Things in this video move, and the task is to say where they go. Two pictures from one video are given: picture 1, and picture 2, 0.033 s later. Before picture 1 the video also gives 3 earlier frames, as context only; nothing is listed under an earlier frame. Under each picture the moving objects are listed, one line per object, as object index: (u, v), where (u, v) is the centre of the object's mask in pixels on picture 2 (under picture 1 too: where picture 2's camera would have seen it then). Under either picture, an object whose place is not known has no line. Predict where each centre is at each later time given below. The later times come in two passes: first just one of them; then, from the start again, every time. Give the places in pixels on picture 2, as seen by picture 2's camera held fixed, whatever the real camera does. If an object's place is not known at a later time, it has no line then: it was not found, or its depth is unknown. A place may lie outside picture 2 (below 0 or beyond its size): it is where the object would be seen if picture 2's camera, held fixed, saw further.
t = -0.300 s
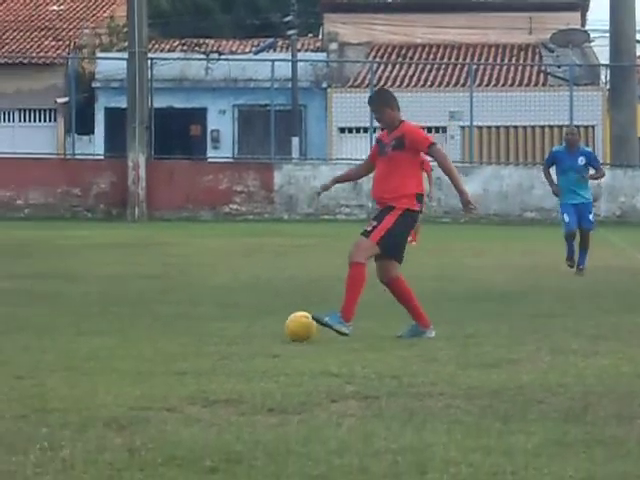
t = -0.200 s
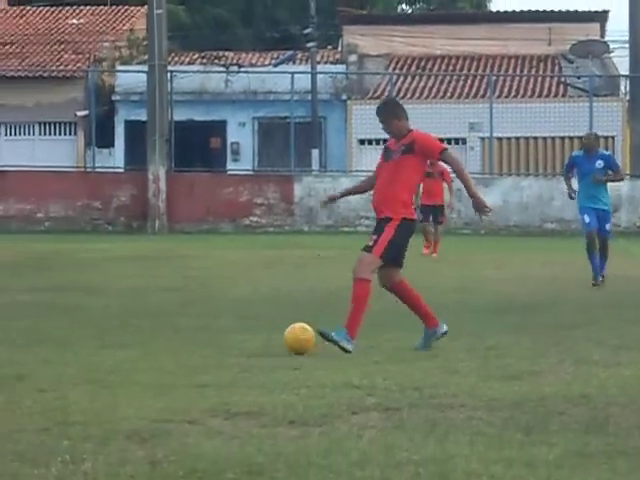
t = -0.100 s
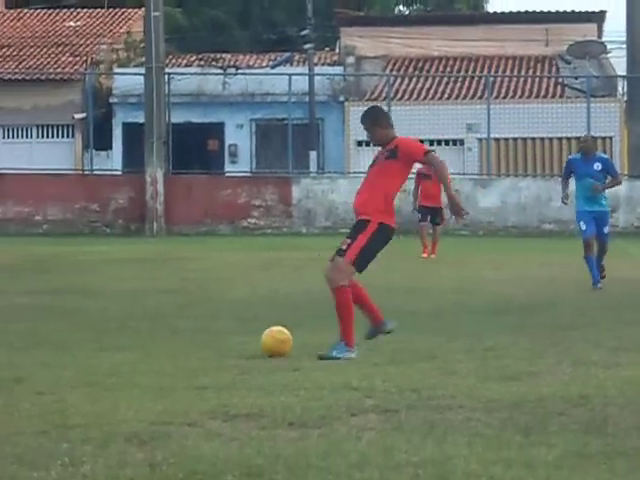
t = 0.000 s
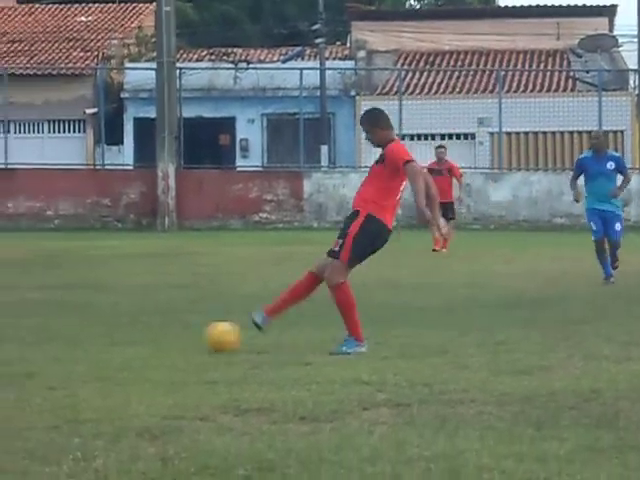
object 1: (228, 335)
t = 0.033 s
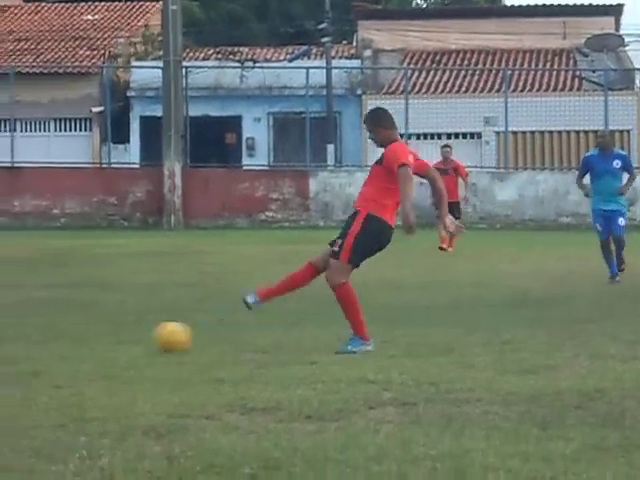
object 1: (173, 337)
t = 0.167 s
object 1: (-55, 346)
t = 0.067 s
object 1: (116, 338)
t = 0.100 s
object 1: (58, 340)
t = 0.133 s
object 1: (-1, 345)
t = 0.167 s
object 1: (-55, 346)
